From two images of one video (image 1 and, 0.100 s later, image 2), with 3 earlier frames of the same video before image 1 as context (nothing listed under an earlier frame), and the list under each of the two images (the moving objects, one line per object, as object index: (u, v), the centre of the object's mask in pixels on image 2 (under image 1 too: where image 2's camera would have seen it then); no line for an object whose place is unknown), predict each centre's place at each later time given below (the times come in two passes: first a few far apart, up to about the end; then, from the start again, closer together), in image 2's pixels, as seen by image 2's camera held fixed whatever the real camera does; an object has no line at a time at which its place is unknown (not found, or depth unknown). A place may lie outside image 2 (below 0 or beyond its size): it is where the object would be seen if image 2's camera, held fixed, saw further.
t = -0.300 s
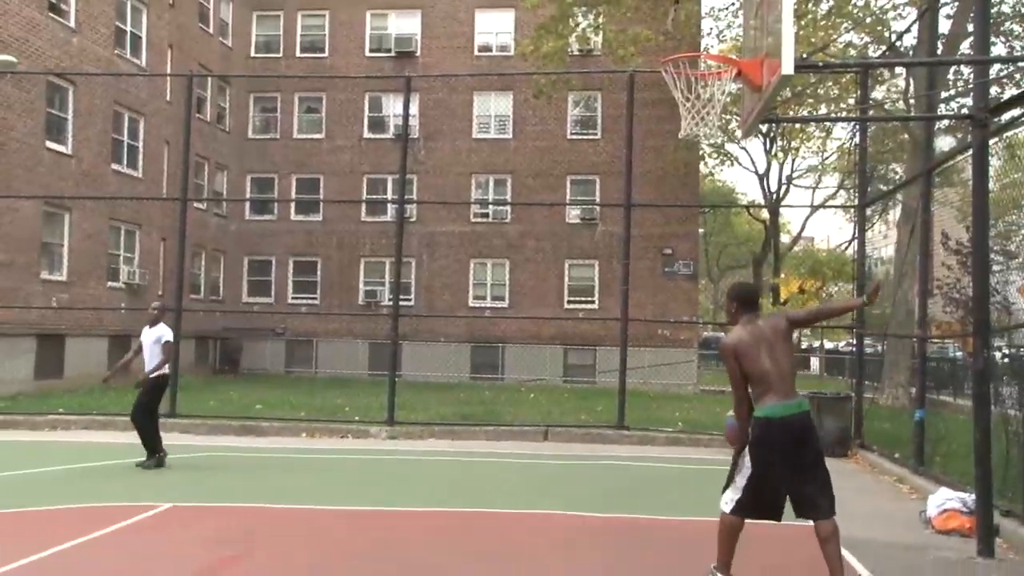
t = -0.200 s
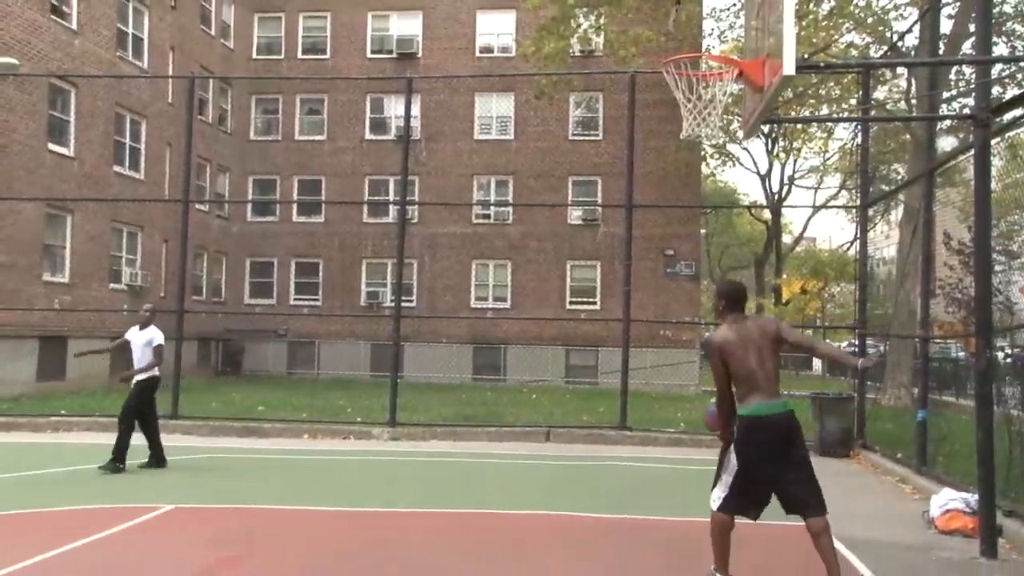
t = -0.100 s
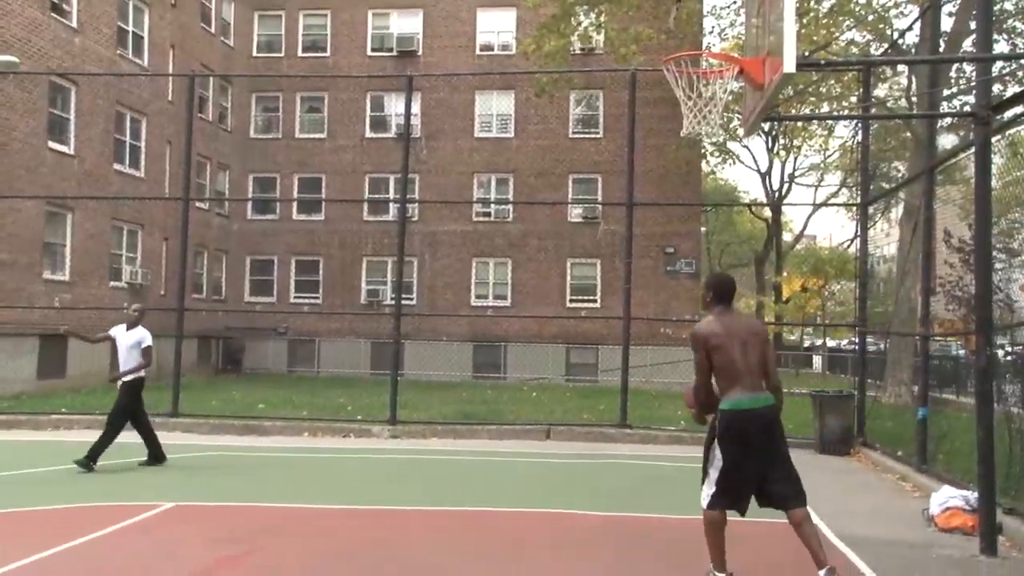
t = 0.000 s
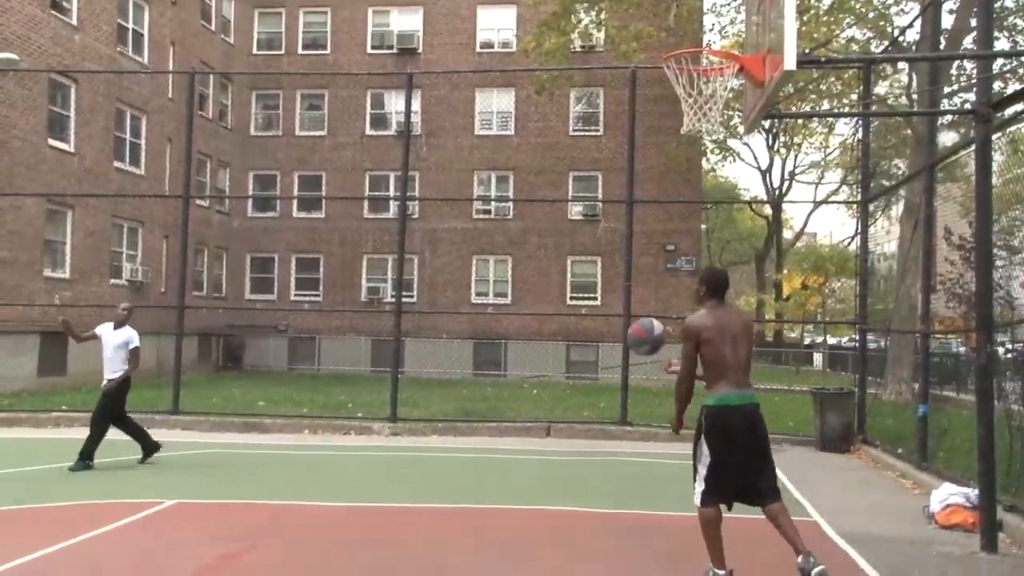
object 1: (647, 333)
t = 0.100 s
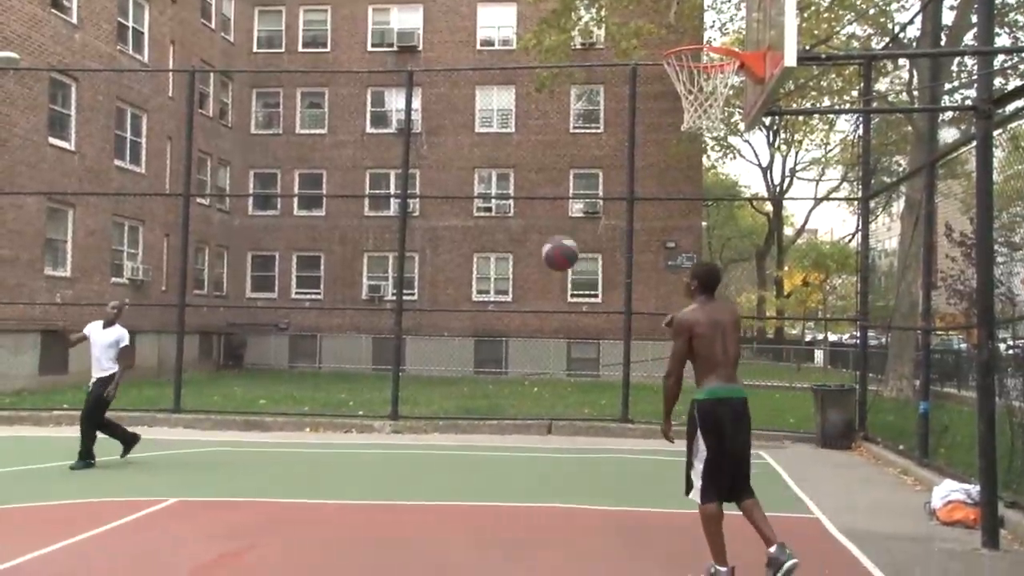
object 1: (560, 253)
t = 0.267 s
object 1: (437, 166)
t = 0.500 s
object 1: (300, 124)
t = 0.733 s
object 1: (189, 149)
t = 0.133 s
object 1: (533, 231)
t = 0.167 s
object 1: (507, 212)
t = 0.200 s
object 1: (483, 195)
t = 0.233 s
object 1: (459, 179)
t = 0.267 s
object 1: (437, 166)
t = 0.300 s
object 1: (416, 155)
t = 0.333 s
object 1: (394, 146)
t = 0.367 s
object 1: (374, 139)
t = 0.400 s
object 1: (355, 133)
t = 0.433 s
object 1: (335, 128)
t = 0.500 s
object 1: (300, 124)
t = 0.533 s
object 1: (283, 124)
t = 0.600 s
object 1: (250, 129)
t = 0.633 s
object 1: (235, 132)
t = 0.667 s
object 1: (219, 137)
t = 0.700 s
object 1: (204, 143)
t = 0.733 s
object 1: (189, 149)
